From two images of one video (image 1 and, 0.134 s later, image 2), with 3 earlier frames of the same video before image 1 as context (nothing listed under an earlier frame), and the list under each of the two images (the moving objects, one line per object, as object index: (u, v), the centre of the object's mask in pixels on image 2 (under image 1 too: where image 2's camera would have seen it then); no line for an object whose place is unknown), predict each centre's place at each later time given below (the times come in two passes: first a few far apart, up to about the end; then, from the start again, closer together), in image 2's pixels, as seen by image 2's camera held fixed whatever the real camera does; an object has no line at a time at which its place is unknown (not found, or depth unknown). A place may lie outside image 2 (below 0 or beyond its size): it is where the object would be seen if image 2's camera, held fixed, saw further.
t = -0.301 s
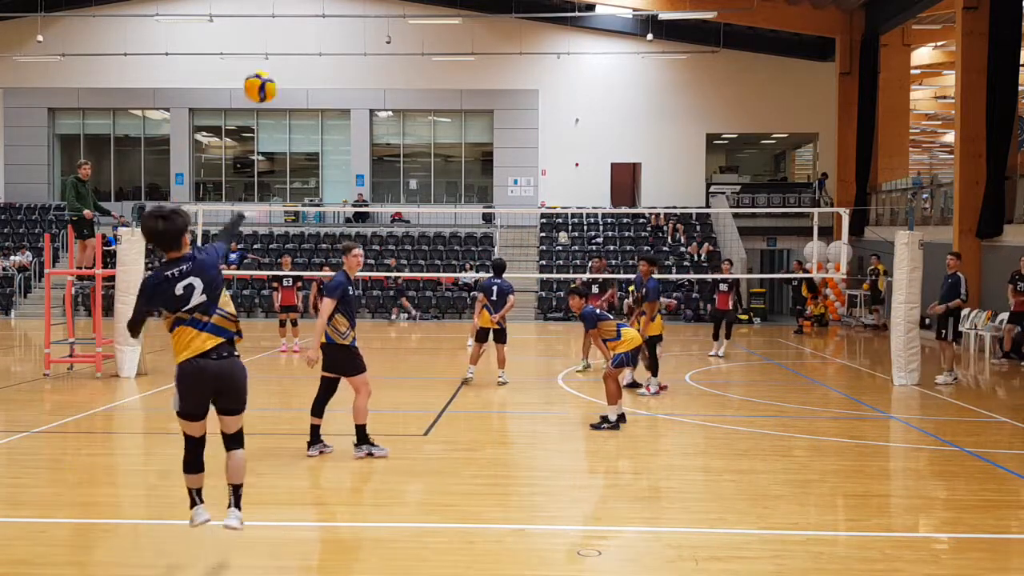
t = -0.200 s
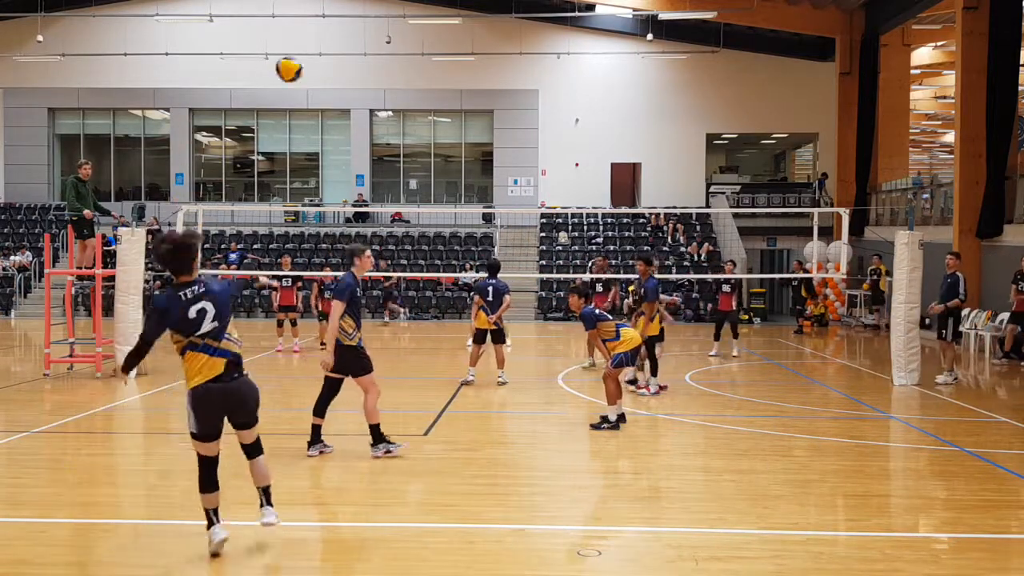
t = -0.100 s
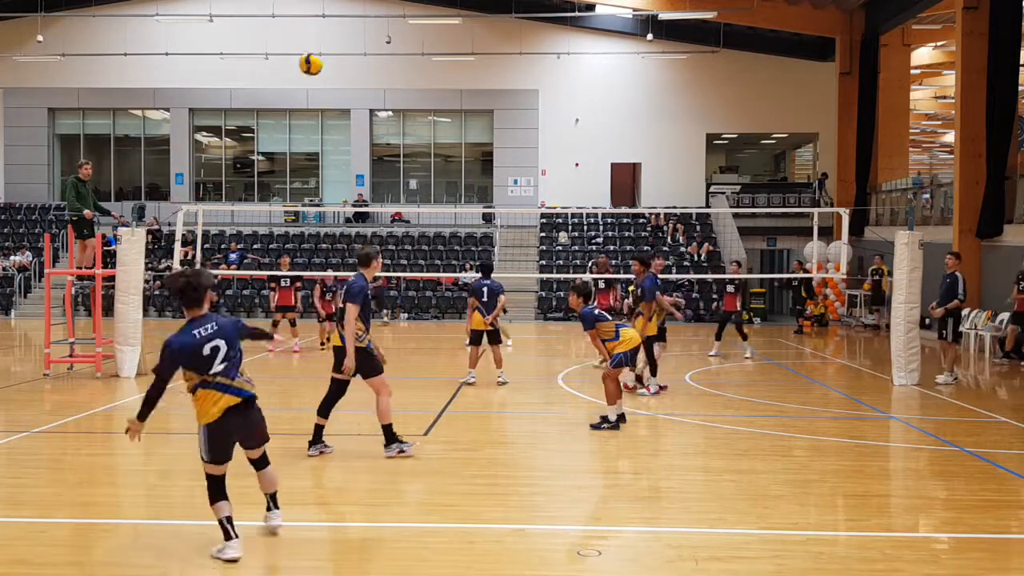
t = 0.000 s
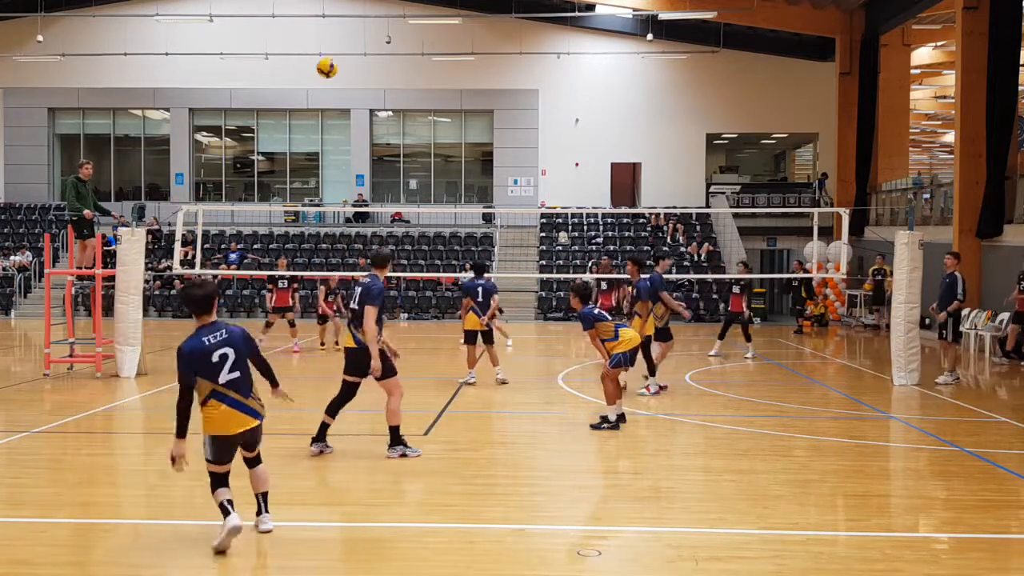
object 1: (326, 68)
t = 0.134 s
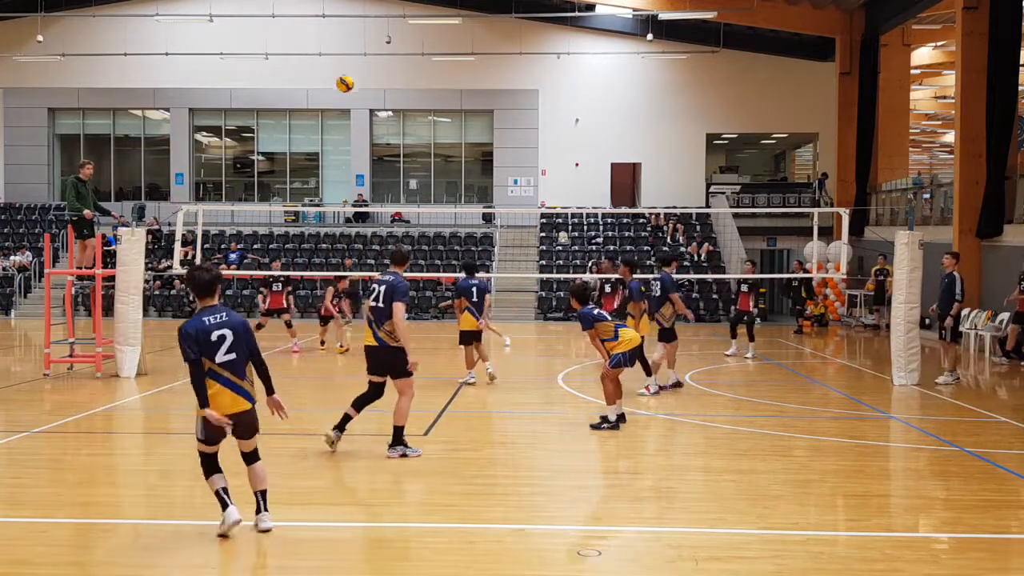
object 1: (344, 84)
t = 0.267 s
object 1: (356, 109)
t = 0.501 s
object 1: (366, 167)
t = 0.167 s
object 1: (348, 89)
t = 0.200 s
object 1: (351, 95)
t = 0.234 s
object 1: (353, 102)
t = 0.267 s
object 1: (356, 109)
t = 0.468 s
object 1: (365, 157)
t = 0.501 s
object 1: (366, 167)
